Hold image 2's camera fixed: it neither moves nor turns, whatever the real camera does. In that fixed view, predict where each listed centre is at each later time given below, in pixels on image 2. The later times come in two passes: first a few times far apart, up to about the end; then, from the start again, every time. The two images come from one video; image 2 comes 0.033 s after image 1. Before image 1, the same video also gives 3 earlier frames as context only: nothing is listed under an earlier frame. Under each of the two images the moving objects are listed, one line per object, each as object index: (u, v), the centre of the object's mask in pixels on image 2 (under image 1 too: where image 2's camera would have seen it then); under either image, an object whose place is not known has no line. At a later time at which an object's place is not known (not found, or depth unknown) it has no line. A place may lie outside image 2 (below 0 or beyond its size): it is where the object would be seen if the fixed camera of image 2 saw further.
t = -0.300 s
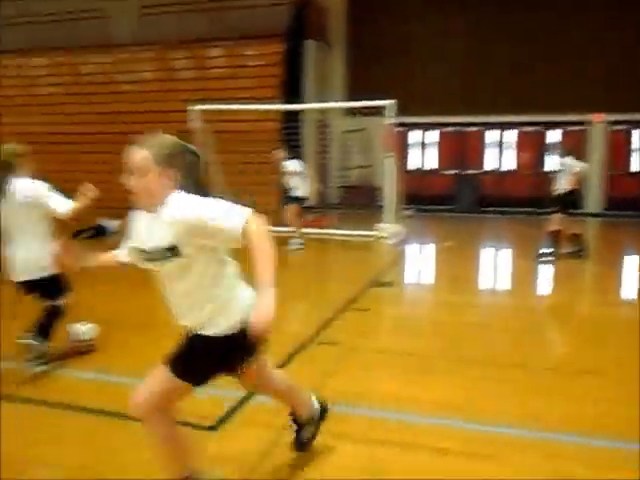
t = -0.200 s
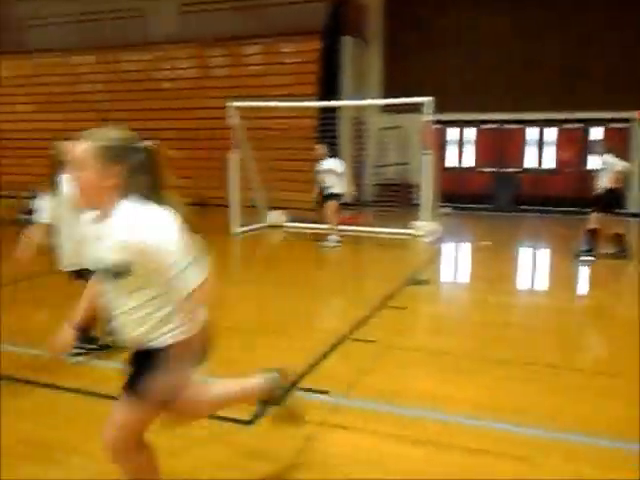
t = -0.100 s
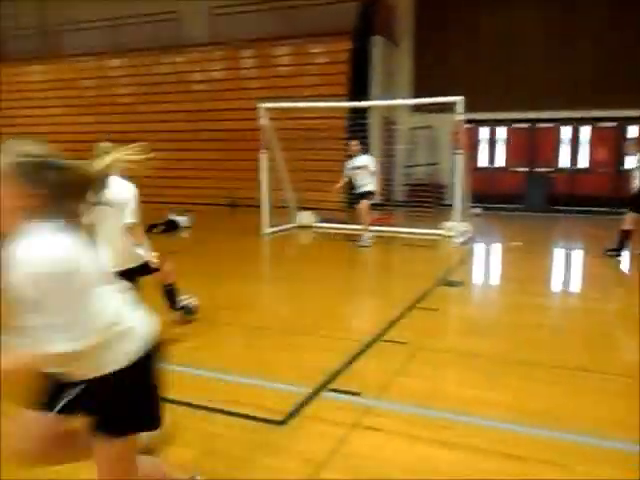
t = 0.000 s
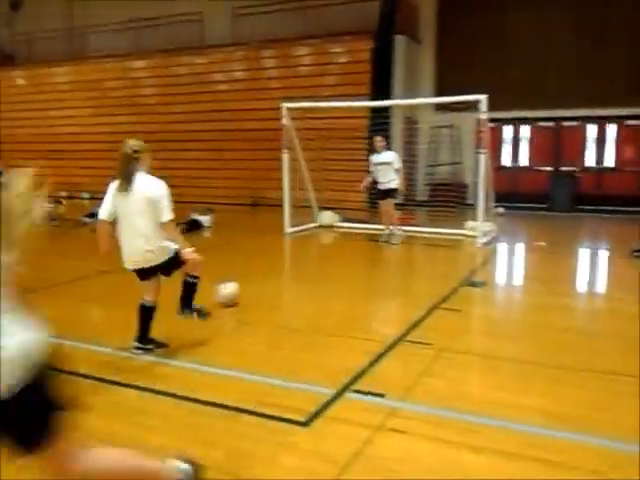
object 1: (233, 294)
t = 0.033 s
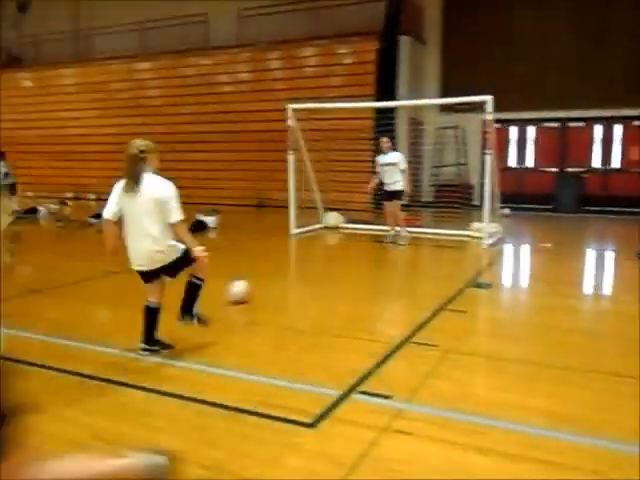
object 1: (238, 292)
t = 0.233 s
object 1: (264, 274)
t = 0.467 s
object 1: (286, 260)
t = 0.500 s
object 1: (289, 259)
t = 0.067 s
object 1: (243, 288)
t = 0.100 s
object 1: (248, 285)
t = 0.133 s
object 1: (252, 281)
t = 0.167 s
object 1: (257, 279)
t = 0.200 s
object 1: (261, 275)
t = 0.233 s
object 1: (264, 274)
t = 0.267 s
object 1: (267, 272)
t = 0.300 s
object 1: (270, 270)
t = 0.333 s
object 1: (275, 268)
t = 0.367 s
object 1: (278, 265)
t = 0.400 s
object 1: (281, 264)
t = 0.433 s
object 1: (284, 262)
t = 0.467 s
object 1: (286, 260)
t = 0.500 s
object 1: (289, 259)
